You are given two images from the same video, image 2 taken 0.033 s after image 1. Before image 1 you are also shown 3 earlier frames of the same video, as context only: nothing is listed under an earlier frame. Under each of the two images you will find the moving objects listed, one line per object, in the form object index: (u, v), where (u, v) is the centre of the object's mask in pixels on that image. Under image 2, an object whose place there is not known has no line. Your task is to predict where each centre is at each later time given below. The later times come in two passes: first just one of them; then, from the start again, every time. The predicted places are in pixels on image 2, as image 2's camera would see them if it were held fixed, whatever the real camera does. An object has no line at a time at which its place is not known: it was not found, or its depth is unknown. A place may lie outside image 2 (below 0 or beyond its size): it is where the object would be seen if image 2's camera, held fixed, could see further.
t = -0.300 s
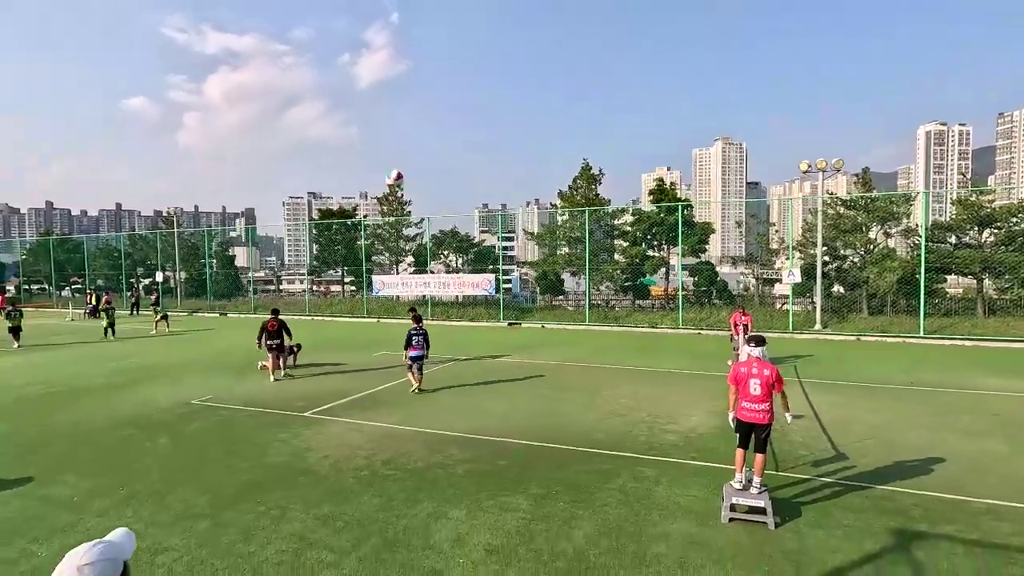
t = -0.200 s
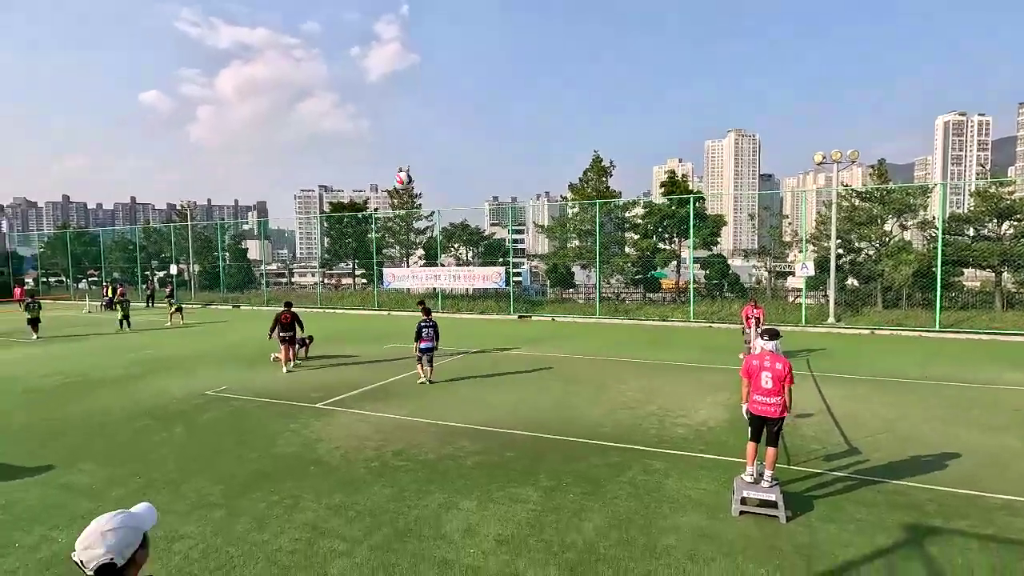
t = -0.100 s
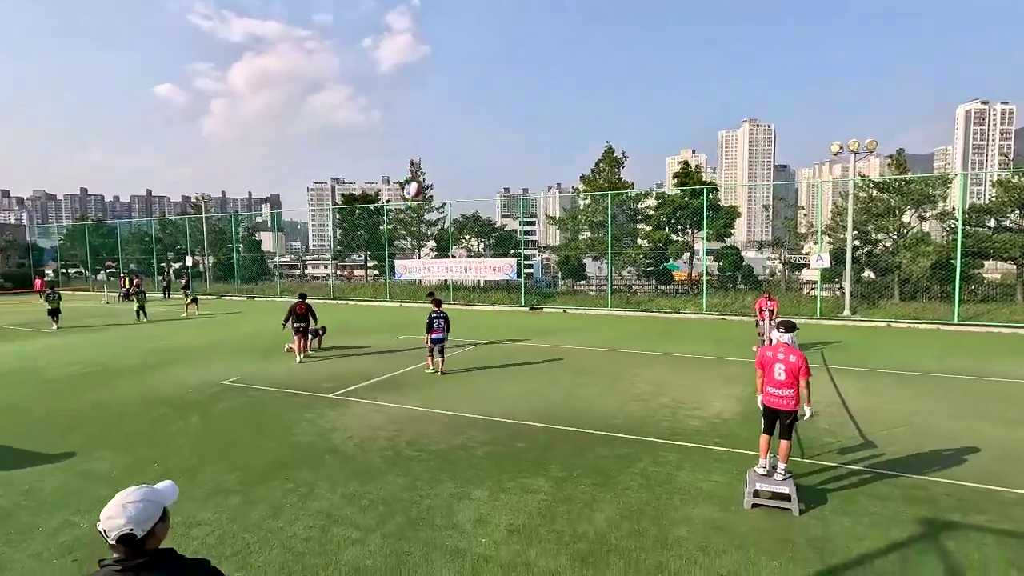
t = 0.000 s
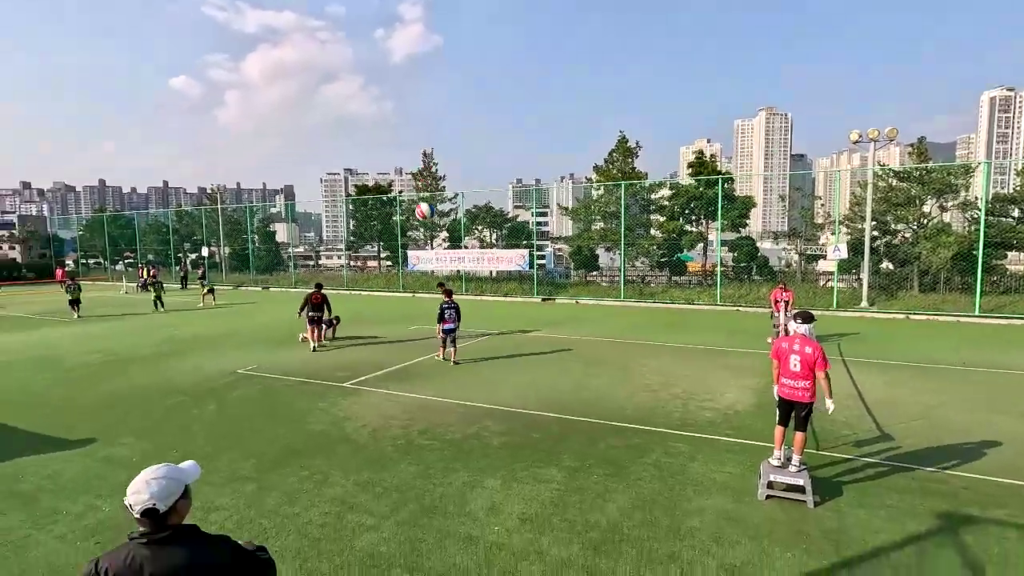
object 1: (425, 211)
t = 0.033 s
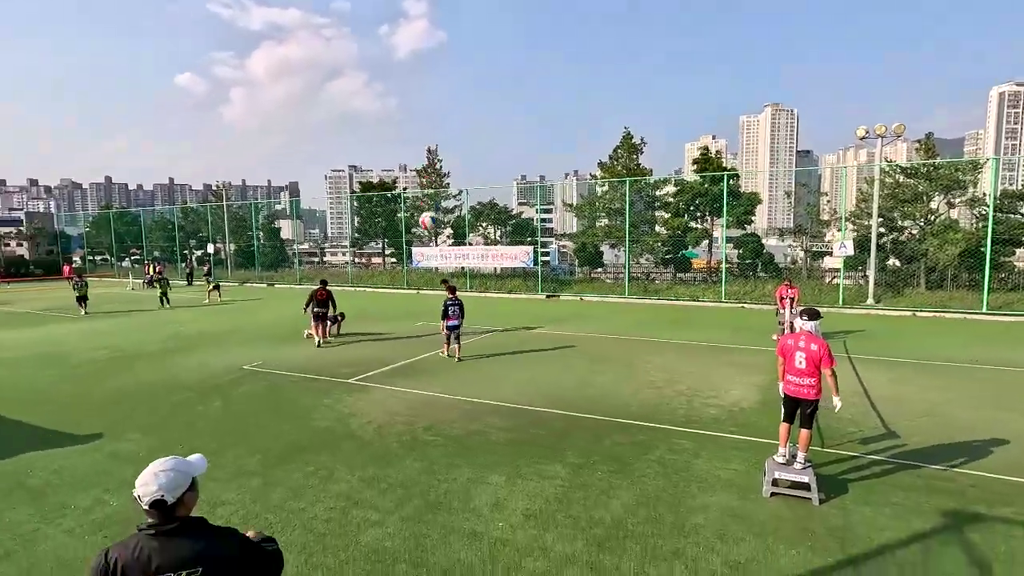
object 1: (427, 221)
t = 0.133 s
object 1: (427, 267)
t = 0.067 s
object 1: (428, 234)
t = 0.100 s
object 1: (429, 249)
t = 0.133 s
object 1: (427, 267)
